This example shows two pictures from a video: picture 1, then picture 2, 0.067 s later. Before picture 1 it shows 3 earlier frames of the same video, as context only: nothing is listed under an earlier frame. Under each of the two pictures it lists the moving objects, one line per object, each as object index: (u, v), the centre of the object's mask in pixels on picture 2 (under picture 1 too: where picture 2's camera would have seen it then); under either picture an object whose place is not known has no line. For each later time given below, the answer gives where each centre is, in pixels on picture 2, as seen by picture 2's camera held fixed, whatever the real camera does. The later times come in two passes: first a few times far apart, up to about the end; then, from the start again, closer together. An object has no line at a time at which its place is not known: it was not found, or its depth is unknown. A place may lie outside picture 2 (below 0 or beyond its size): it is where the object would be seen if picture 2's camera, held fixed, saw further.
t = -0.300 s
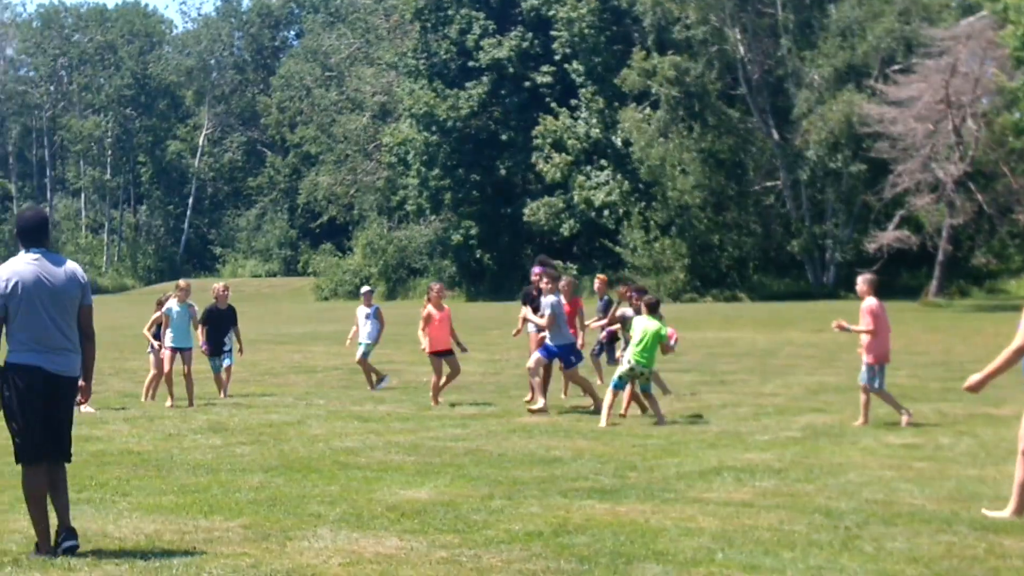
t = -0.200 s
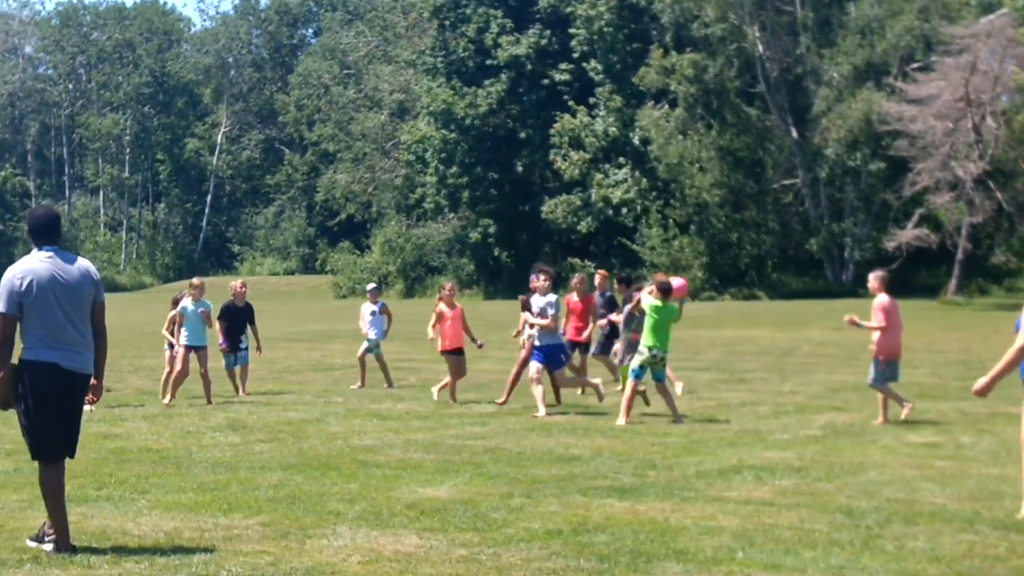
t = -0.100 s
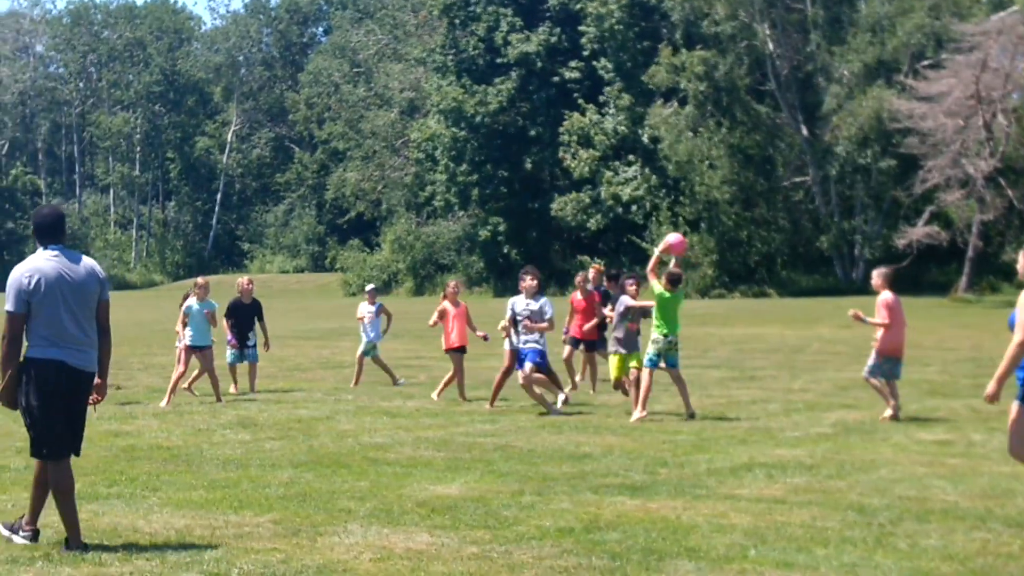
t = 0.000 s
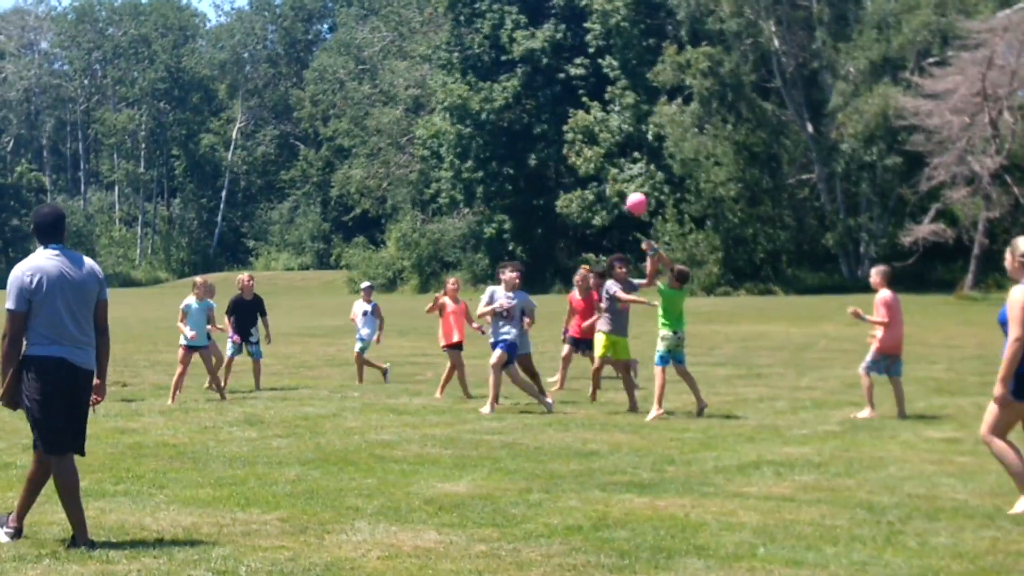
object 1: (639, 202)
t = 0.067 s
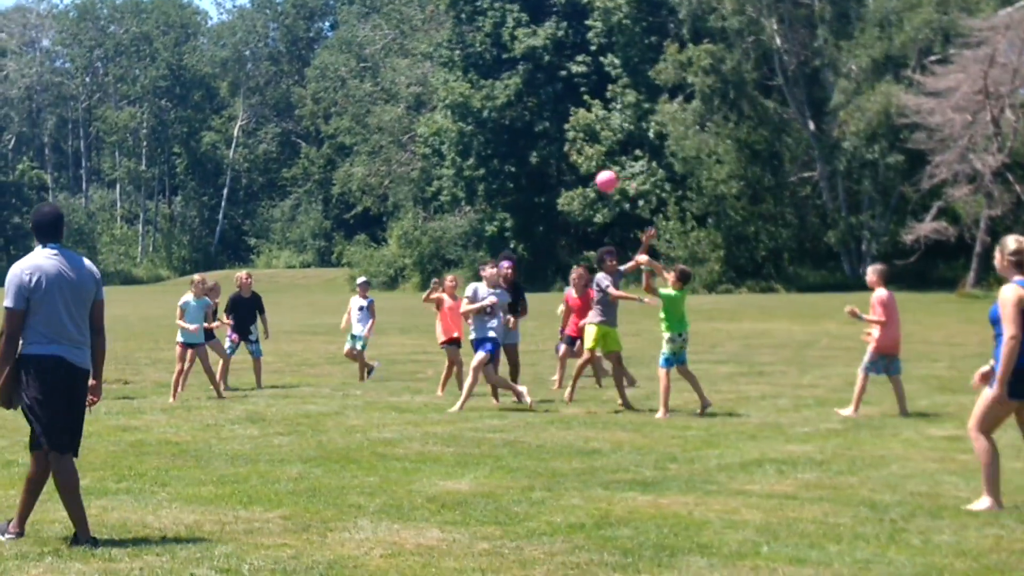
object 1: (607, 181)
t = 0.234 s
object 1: (526, 149)
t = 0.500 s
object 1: (397, 151)
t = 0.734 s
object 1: (282, 209)
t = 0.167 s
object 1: (558, 159)
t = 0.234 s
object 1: (526, 149)
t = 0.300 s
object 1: (494, 143)
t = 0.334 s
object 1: (478, 142)
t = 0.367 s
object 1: (463, 142)
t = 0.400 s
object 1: (446, 142)
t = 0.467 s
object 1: (414, 147)
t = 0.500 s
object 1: (397, 151)
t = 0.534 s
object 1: (381, 155)
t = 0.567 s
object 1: (364, 162)
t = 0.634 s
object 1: (331, 177)
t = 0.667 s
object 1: (314, 187)
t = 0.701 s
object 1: (299, 197)
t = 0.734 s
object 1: (282, 209)
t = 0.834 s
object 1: (231, 252)
